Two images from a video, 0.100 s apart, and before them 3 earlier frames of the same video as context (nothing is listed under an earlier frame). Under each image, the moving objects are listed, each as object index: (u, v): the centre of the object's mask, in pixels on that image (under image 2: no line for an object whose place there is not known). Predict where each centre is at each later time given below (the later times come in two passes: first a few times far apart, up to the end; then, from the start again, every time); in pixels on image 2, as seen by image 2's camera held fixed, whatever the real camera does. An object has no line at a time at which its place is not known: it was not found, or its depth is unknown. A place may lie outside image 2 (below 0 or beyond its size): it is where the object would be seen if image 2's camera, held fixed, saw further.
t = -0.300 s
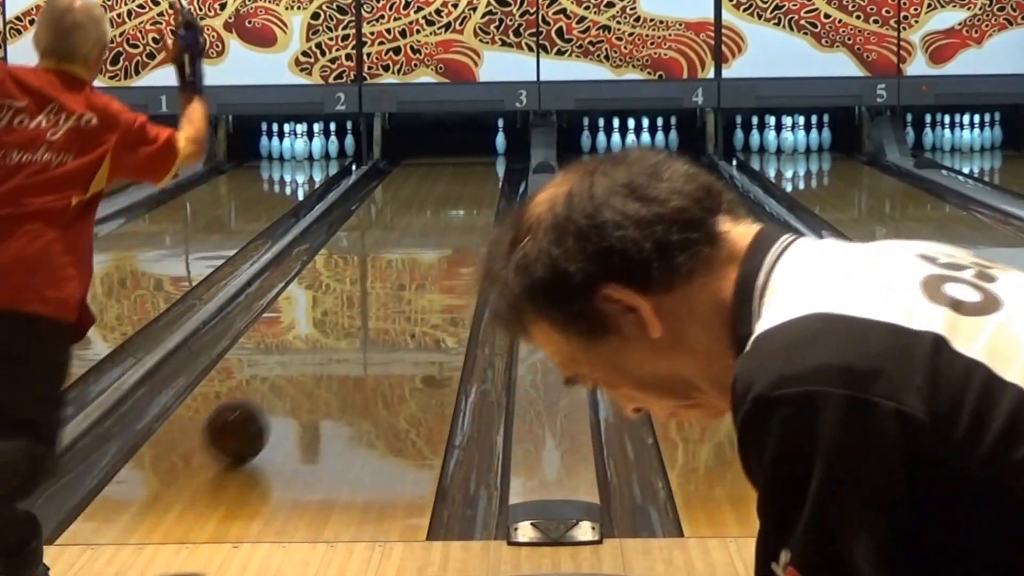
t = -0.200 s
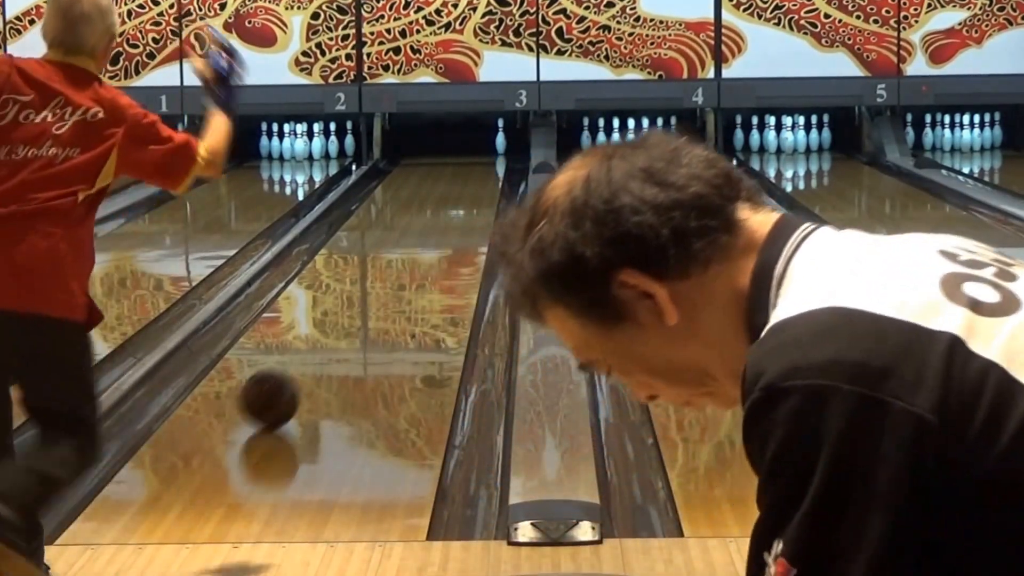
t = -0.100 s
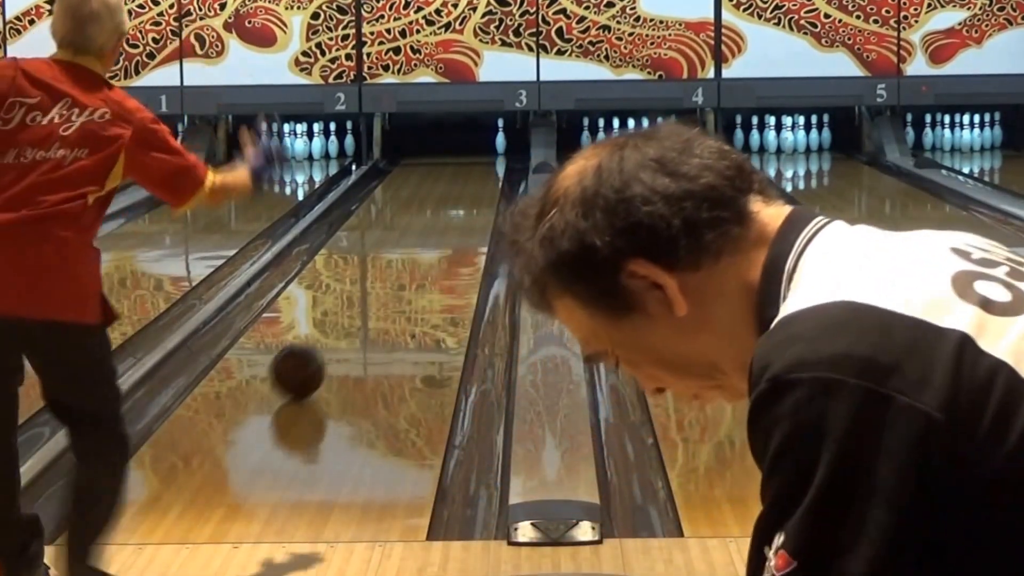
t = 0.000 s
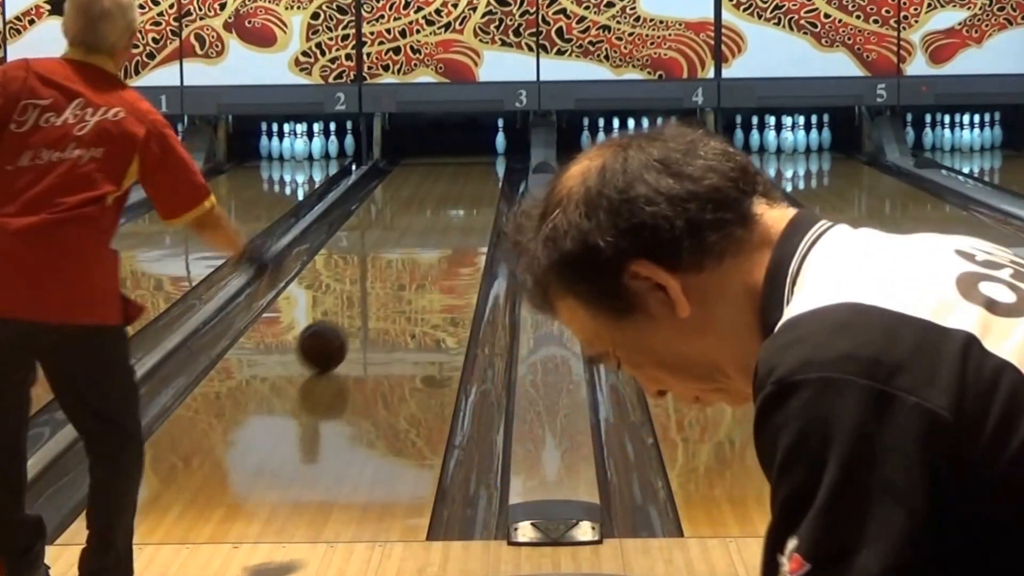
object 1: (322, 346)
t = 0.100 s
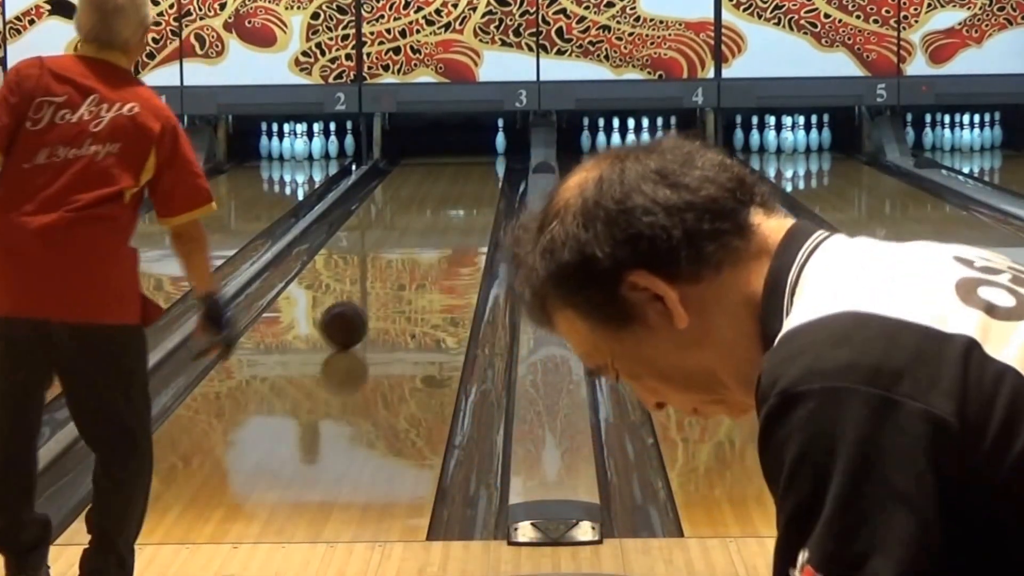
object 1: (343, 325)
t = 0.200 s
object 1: (362, 307)
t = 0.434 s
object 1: (398, 272)
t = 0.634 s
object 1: (421, 247)
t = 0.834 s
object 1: (441, 226)
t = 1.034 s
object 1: (457, 210)
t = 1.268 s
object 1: (473, 194)
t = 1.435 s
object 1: (481, 185)
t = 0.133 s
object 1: (350, 319)
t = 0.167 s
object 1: (356, 313)
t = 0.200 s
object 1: (362, 307)
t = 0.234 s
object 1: (367, 302)
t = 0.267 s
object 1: (373, 297)
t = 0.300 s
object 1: (379, 291)
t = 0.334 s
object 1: (384, 287)
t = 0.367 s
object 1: (389, 281)
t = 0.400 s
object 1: (394, 276)
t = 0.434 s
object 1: (398, 272)
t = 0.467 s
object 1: (402, 268)
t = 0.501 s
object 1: (406, 263)
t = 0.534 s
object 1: (410, 259)
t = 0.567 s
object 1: (414, 254)
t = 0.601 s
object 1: (418, 250)
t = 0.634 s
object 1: (421, 247)
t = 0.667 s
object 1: (425, 243)
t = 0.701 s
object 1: (428, 239)
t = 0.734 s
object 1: (432, 236)
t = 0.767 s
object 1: (435, 233)
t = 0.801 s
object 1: (438, 229)
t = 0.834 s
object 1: (441, 226)
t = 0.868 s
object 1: (444, 223)
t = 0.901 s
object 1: (447, 220)
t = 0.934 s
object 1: (450, 218)
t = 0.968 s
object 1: (453, 215)
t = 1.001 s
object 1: (455, 212)
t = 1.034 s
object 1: (457, 210)
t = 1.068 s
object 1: (460, 208)
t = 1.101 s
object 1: (462, 205)
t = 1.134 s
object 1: (464, 202)
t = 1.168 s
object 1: (466, 200)
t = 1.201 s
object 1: (468, 198)
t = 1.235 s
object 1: (470, 196)
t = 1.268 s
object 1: (473, 194)
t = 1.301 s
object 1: (475, 192)
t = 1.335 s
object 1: (477, 190)
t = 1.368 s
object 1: (478, 189)
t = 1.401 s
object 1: (480, 187)
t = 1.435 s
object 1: (481, 185)
